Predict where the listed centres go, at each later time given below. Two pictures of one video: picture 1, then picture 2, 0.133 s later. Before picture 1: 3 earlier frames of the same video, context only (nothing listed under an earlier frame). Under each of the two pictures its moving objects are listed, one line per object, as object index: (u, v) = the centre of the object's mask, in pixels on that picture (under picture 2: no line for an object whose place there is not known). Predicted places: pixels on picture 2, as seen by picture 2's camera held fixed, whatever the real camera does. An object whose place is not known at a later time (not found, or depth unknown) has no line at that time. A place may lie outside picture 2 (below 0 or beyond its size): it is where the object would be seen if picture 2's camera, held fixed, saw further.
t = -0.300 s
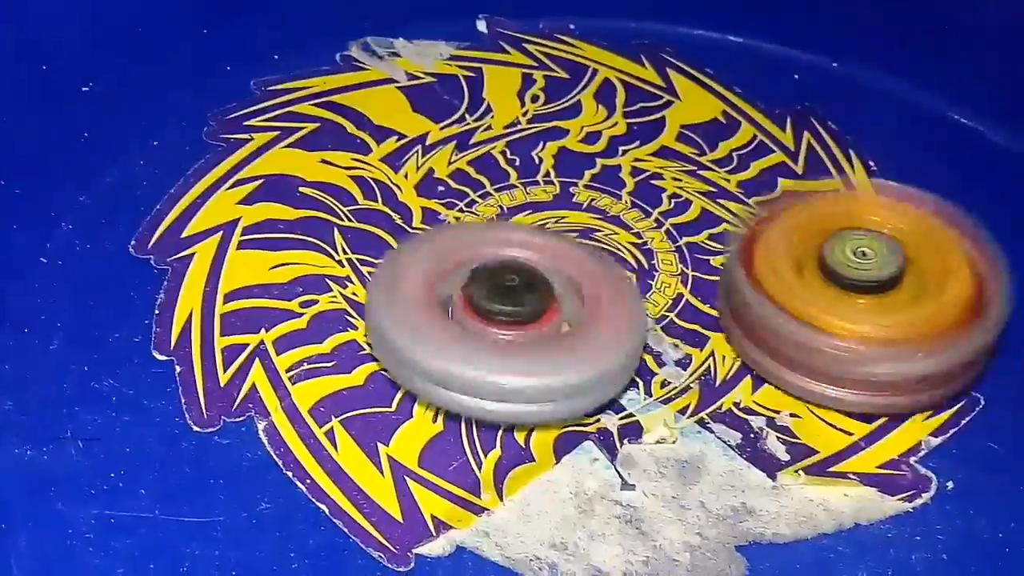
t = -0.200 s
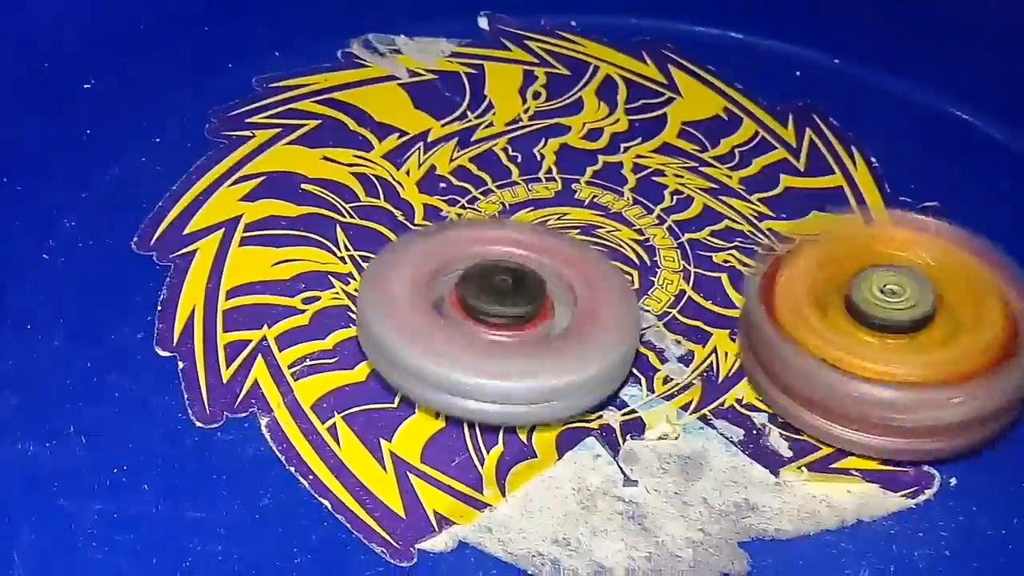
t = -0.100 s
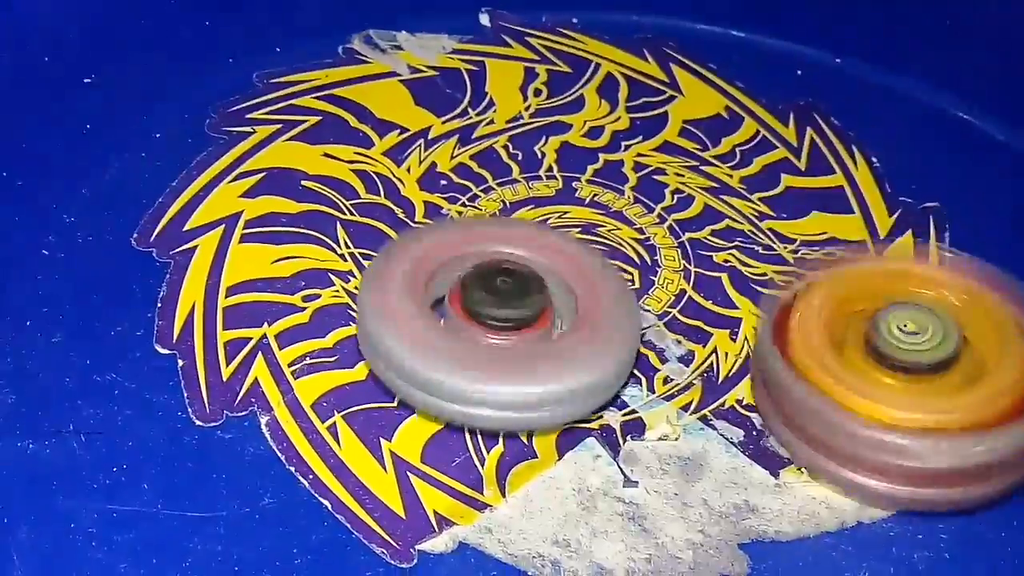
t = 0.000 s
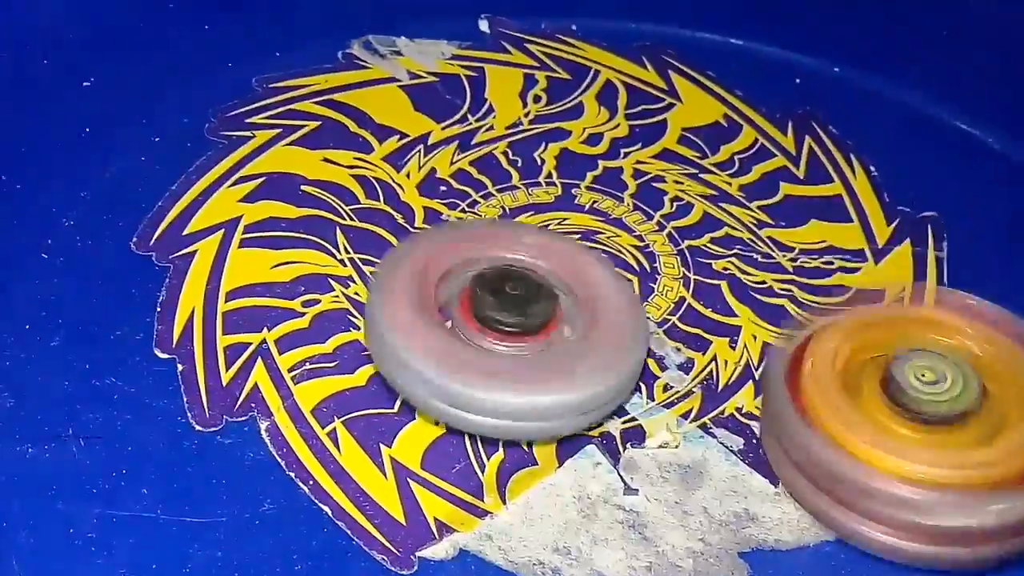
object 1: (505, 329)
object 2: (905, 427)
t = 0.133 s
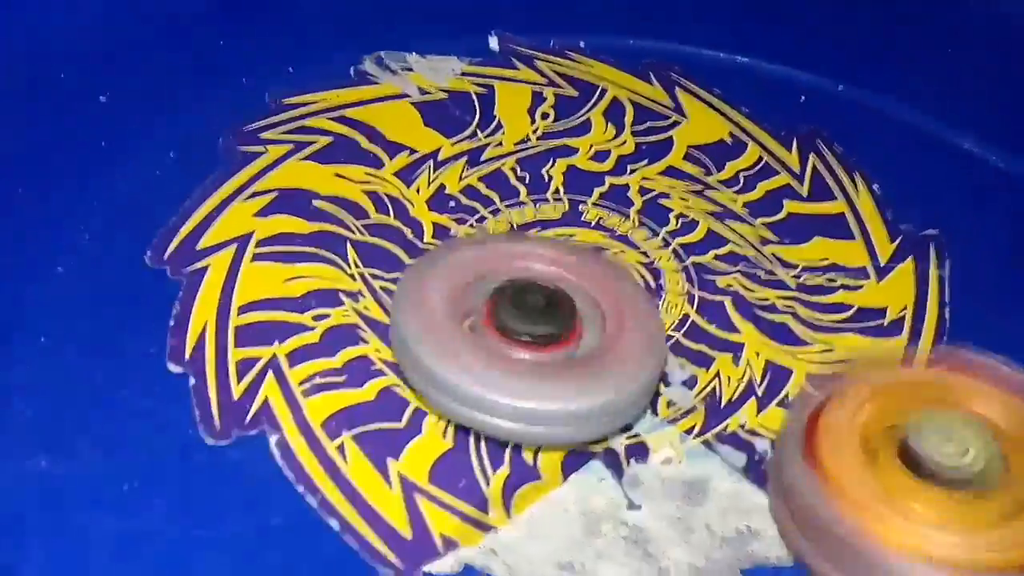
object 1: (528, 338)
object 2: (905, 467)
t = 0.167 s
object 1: (535, 338)
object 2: (906, 470)
